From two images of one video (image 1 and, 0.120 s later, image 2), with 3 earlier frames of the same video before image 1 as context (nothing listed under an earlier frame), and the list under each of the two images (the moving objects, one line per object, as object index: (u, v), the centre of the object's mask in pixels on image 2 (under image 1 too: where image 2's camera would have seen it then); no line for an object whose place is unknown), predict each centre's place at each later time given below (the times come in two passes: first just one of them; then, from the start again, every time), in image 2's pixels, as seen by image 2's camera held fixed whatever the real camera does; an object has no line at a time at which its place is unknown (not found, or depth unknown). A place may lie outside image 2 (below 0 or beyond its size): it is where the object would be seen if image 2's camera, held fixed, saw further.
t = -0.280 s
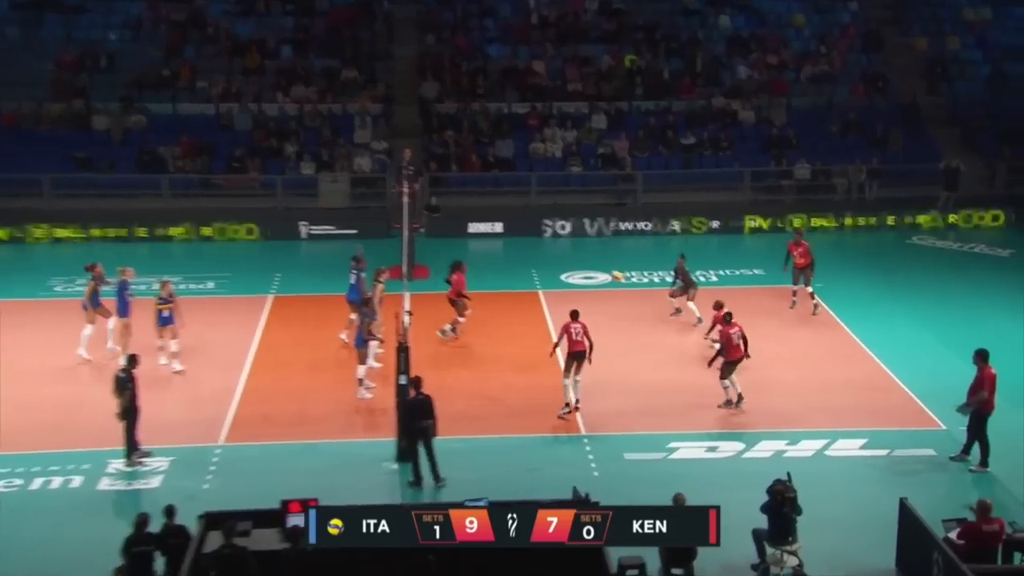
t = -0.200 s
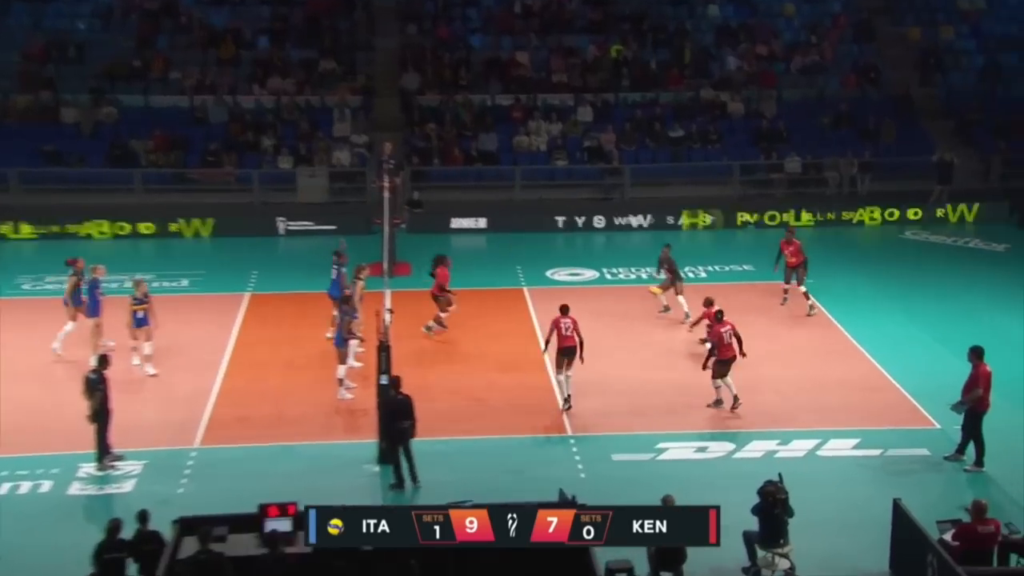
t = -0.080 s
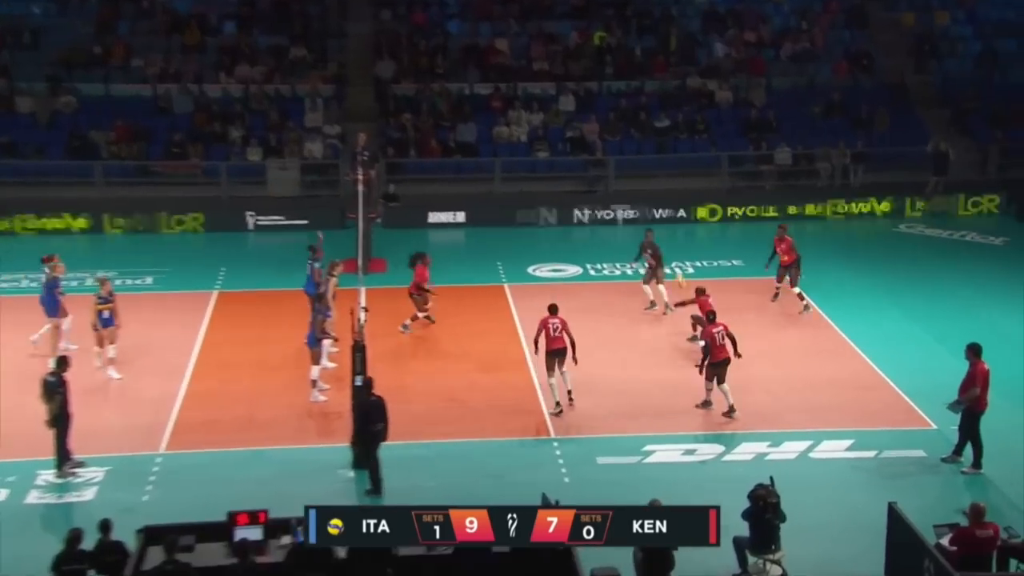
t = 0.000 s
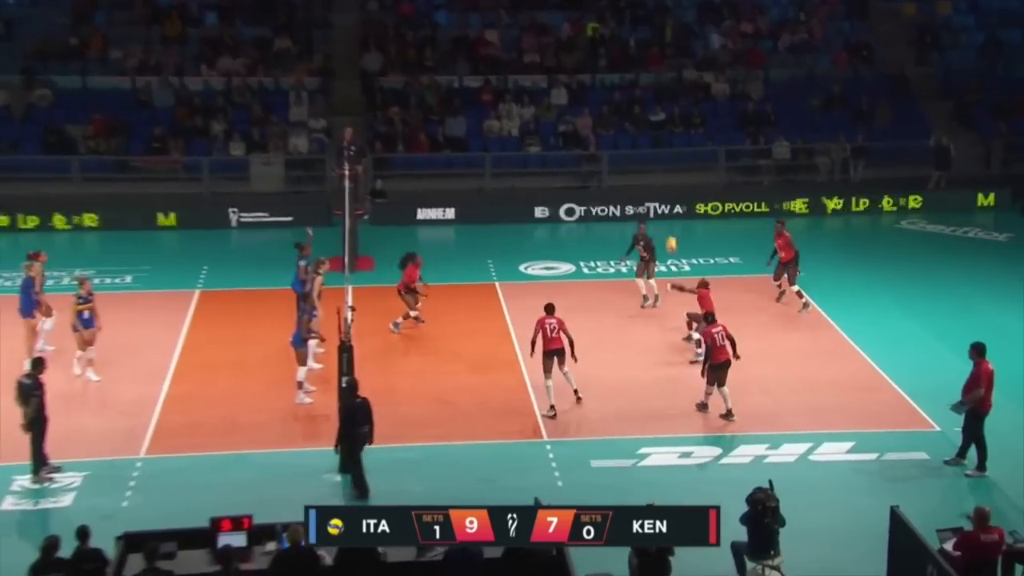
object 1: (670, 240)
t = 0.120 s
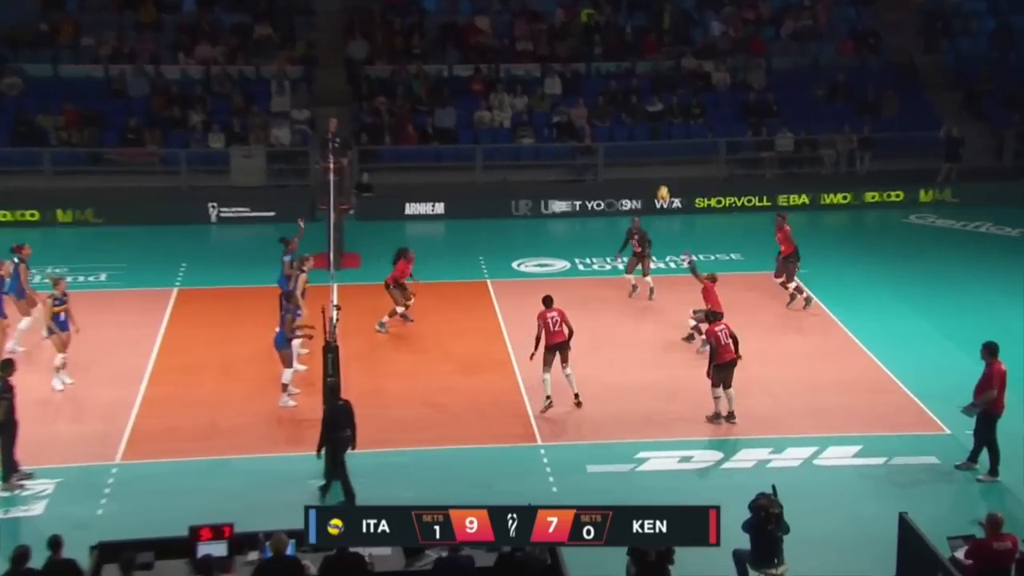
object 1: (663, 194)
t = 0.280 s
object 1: (655, 144)
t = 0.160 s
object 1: (661, 181)
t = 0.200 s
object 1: (659, 167)
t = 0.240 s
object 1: (657, 155)
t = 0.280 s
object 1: (655, 144)
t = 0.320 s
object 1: (653, 133)
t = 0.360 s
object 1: (651, 124)
